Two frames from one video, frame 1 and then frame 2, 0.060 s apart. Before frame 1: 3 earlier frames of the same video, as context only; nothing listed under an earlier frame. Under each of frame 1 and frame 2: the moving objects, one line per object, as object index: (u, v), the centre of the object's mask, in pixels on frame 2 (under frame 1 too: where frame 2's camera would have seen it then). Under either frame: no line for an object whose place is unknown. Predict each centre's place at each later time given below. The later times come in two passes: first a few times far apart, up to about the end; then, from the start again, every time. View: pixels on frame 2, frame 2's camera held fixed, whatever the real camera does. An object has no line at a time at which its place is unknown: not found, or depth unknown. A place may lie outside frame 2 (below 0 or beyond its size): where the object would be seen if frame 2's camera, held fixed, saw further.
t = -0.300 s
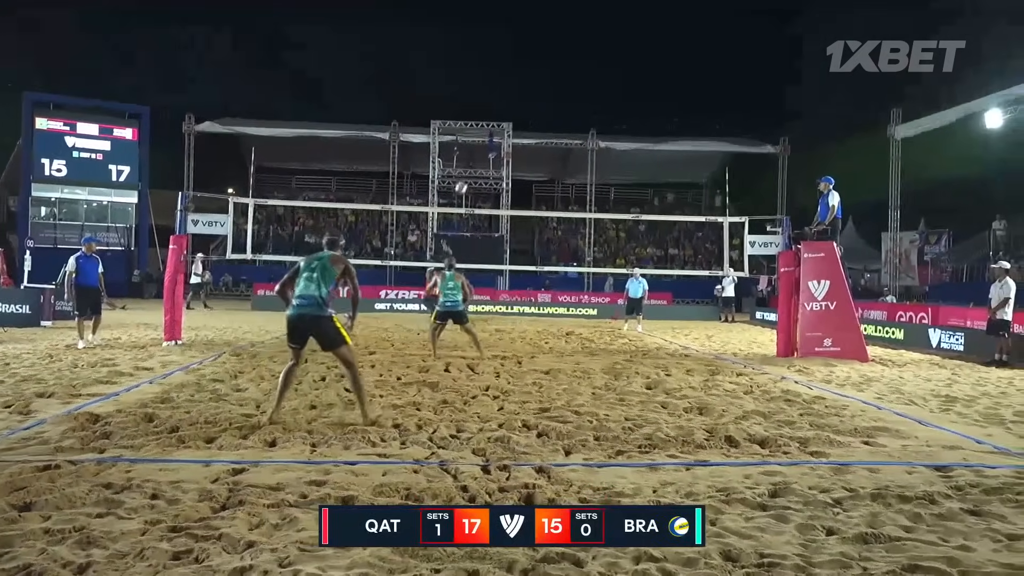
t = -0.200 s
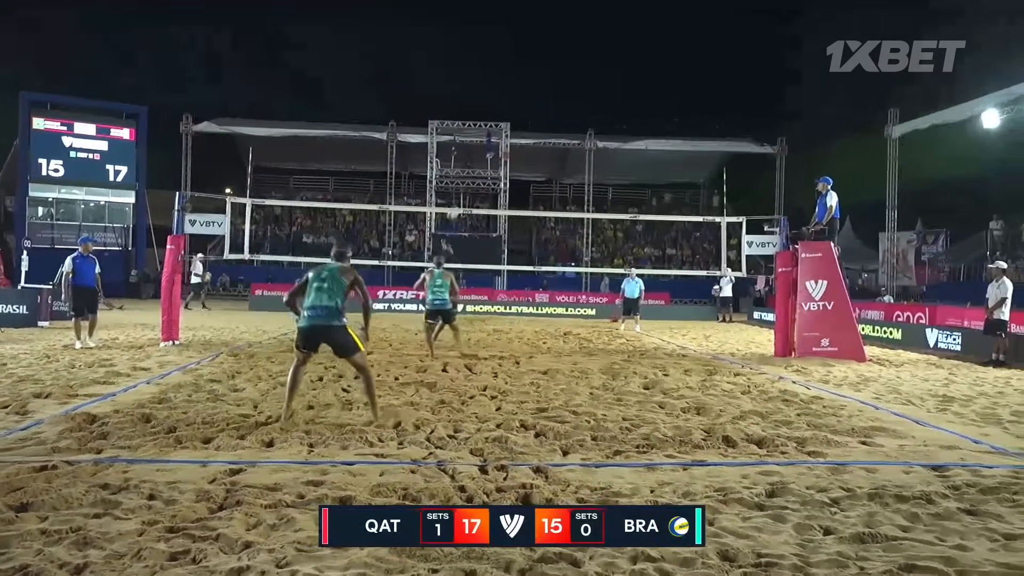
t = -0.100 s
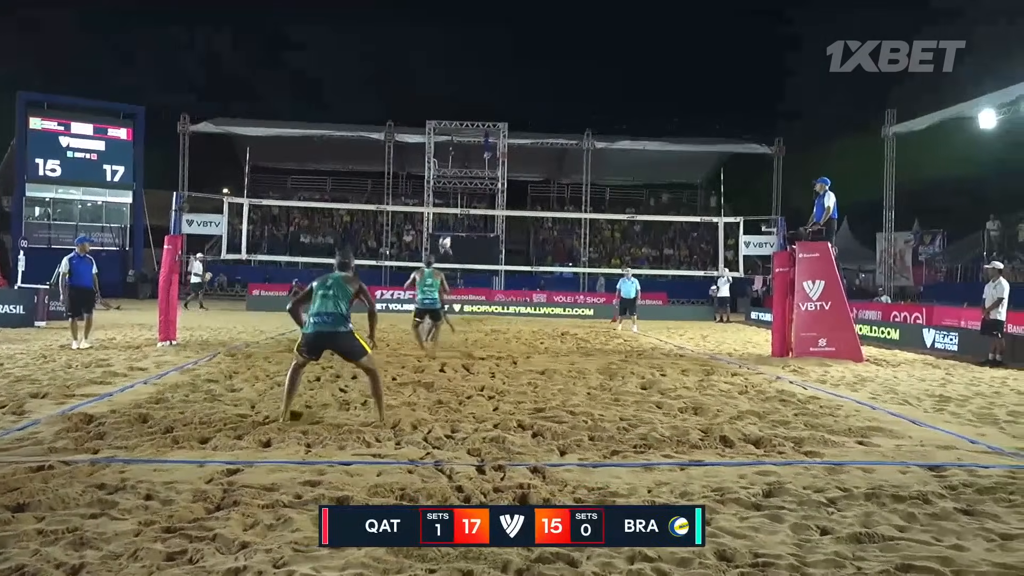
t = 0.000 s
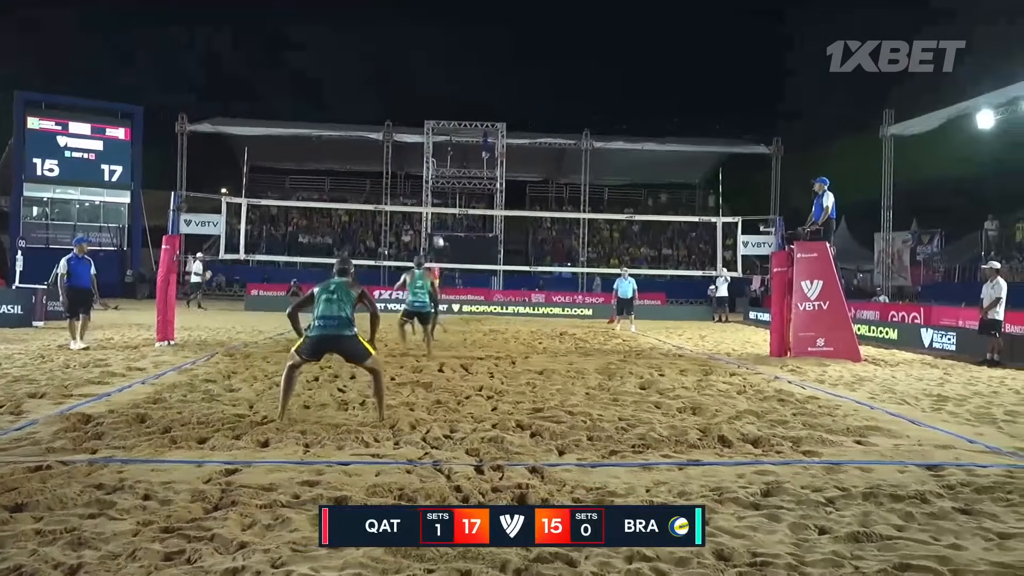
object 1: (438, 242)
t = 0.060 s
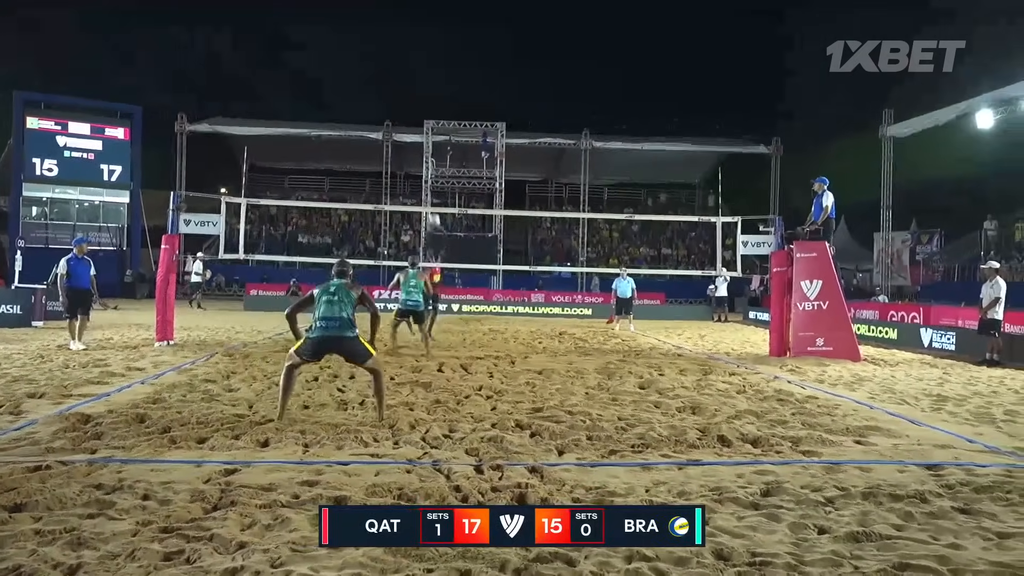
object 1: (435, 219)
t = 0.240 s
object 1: (424, 158)
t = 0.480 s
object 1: (411, 102)
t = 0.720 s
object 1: (396, 74)
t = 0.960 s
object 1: (379, 75)
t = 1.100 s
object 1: (369, 91)
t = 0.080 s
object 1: (434, 215)
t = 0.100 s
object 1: (432, 203)
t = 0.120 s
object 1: (431, 198)
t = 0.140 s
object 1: (430, 190)
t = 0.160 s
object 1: (429, 184)
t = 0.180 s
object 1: (428, 176)
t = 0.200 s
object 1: (426, 171)
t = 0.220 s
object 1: (425, 165)
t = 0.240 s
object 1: (424, 158)
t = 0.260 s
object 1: (423, 152)
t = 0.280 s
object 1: (422, 147)
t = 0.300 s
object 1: (421, 142)
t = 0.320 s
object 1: (420, 136)
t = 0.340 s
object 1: (419, 131)
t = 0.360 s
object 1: (418, 126)
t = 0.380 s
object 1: (416, 122)
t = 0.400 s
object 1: (415, 117)
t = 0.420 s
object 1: (414, 113)
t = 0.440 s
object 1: (413, 109)
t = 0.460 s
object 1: (412, 105)
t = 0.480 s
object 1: (411, 102)
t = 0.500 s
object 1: (410, 98)
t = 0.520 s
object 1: (408, 95)
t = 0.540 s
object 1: (407, 92)
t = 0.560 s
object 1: (406, 89)
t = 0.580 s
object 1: (405, 87)
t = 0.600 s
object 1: (404, 84)
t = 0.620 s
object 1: (402, 82)
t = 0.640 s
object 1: (401, 80)
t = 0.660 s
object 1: (400, 78)
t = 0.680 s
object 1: (399, 77)
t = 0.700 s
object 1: (397, 75)
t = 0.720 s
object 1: (396, 74)
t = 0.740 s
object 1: (395, 73)
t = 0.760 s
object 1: (393, 72)
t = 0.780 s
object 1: (392, 71)
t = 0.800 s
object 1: (390, 71)
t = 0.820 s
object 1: (389, 71)
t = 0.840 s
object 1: (388, 71)
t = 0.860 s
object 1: (386, 71)
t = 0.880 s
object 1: (385, 71)
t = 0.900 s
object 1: (383, 72)
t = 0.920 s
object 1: (382, 73)
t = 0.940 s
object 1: (380, 74)
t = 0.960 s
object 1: (379, 75)
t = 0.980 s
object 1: (378, 77)
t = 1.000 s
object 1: (376, 79)
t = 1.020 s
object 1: (375, 81)
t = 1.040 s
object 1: (373, 83)
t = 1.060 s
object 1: (372, 85)
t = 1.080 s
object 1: (370, 88)
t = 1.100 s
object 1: (369, 91)
